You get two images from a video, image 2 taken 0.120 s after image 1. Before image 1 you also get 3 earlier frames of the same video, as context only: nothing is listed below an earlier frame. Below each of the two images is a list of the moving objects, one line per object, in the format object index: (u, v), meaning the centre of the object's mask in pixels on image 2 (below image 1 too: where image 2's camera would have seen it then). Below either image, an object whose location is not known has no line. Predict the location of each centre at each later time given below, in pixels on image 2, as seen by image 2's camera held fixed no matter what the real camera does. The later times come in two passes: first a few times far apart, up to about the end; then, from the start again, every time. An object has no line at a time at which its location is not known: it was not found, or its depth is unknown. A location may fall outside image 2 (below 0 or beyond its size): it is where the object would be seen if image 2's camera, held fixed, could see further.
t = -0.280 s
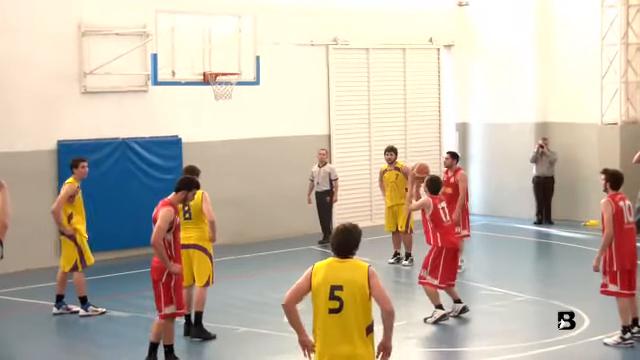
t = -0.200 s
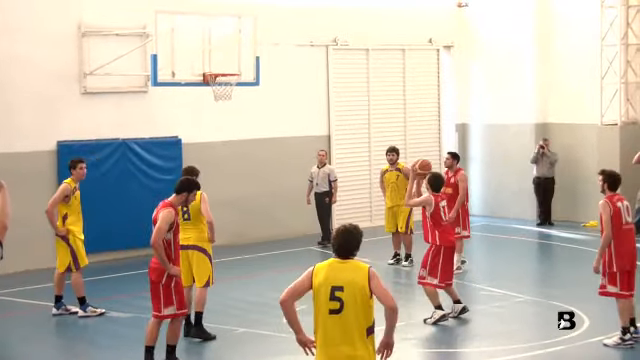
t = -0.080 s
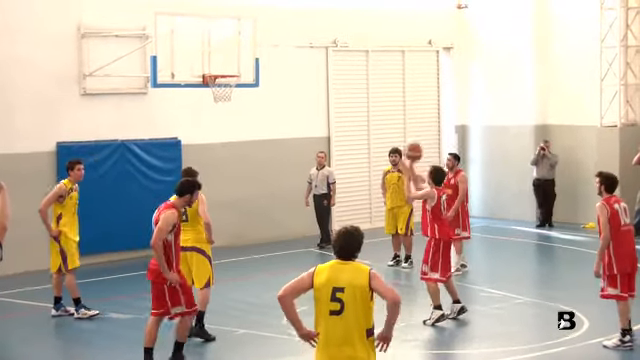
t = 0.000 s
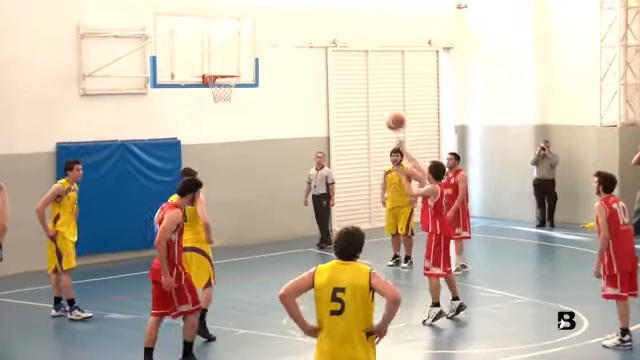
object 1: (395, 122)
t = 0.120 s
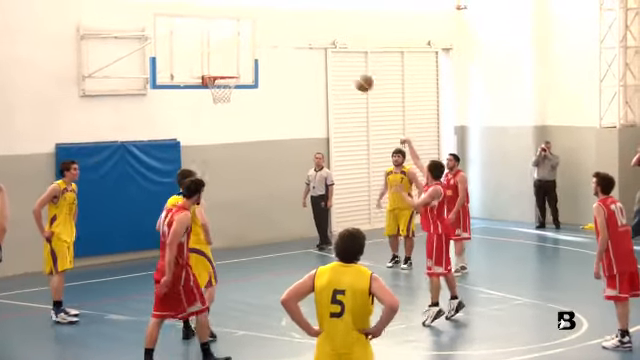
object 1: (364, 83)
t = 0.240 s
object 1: (335, 55)
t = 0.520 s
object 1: (275, 37)
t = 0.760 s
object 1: (230, 64)
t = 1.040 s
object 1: (226, 116)
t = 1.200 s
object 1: (238, 160)
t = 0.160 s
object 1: (354, 73)
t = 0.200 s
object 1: (344, 64)
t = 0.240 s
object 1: (335, 55)
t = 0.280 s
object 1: (326, 49)
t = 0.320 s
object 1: (317, 44)
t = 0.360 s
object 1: (308, 40)
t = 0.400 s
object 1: (299, 38)
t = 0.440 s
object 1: (291, 36)
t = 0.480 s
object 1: (283, 36)
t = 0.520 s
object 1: (275, 37)
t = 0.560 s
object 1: (267, 39)
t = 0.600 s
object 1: (259, 42)
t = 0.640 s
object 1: (252, 46)
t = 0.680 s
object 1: (244, 52)
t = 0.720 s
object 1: (236, 57)
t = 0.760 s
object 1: (230, 64)
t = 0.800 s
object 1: (223, 71)
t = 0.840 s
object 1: (216, 80)
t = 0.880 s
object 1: (216, 90)
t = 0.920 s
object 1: (217, 94)
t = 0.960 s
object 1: (221, 101)
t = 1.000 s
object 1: (223, 108)
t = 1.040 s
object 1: (226, 116)
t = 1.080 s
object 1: (229, 125)
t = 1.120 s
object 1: (232, 135)
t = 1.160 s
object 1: (235, 147)
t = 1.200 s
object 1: (238, 160)
